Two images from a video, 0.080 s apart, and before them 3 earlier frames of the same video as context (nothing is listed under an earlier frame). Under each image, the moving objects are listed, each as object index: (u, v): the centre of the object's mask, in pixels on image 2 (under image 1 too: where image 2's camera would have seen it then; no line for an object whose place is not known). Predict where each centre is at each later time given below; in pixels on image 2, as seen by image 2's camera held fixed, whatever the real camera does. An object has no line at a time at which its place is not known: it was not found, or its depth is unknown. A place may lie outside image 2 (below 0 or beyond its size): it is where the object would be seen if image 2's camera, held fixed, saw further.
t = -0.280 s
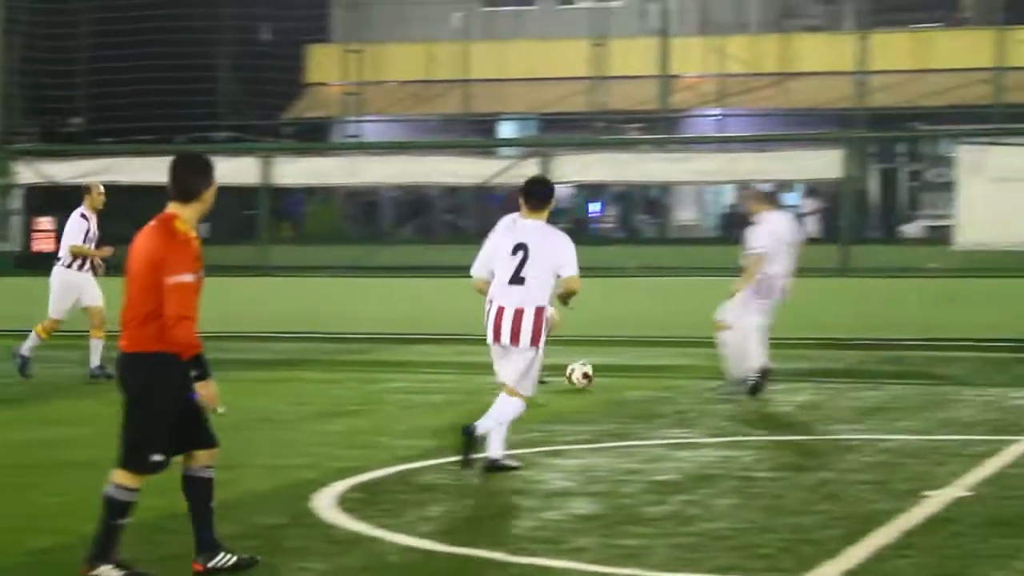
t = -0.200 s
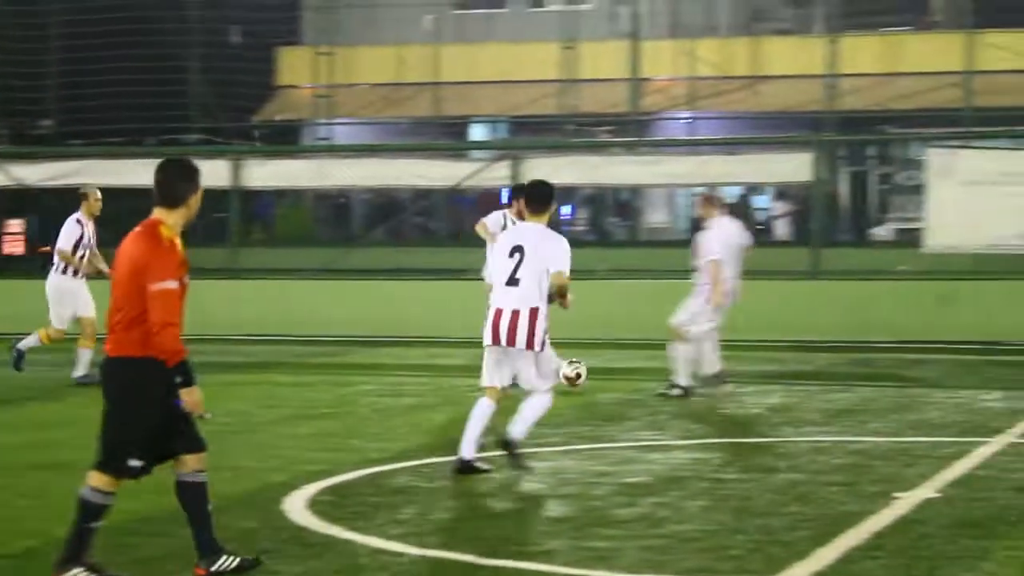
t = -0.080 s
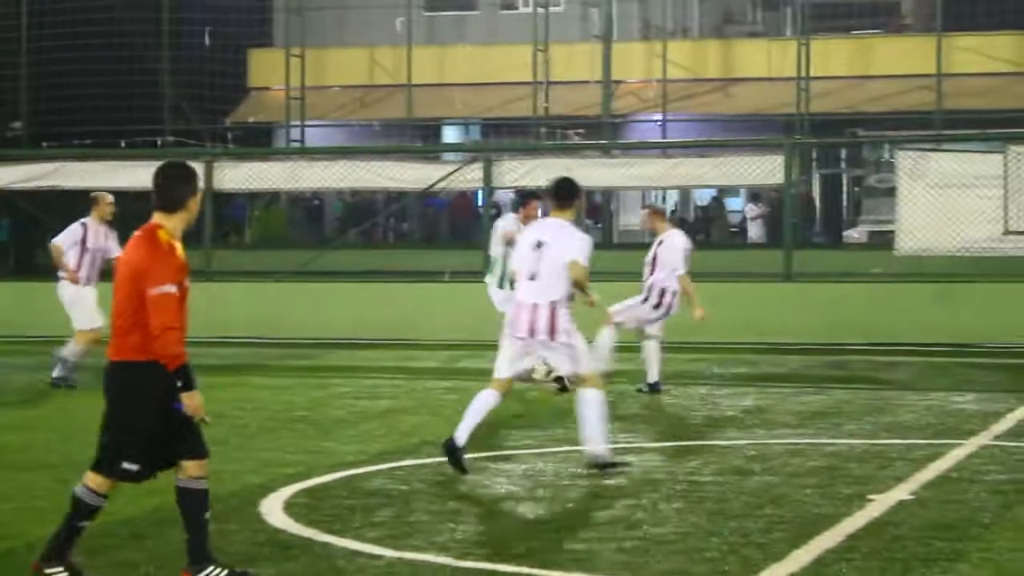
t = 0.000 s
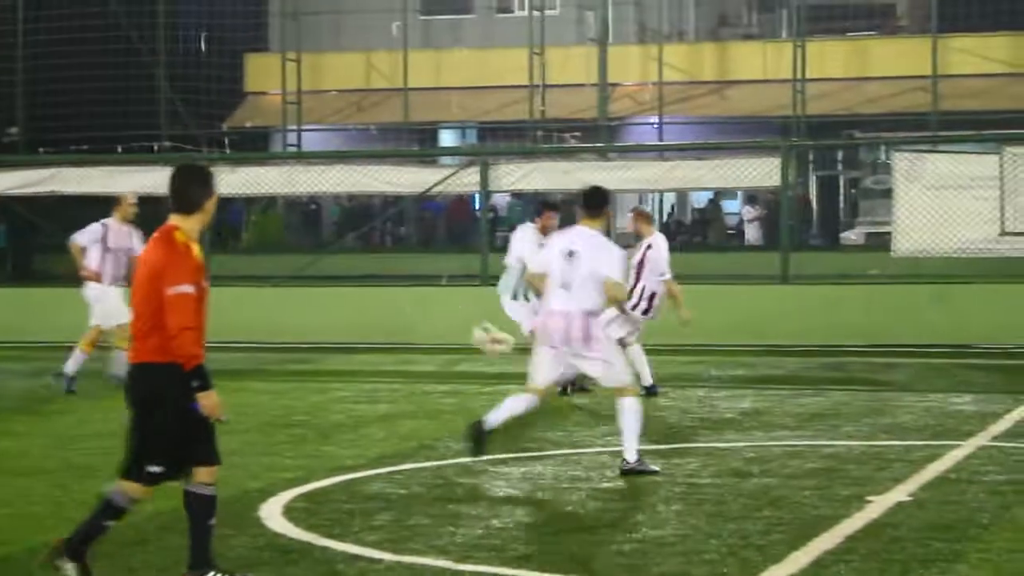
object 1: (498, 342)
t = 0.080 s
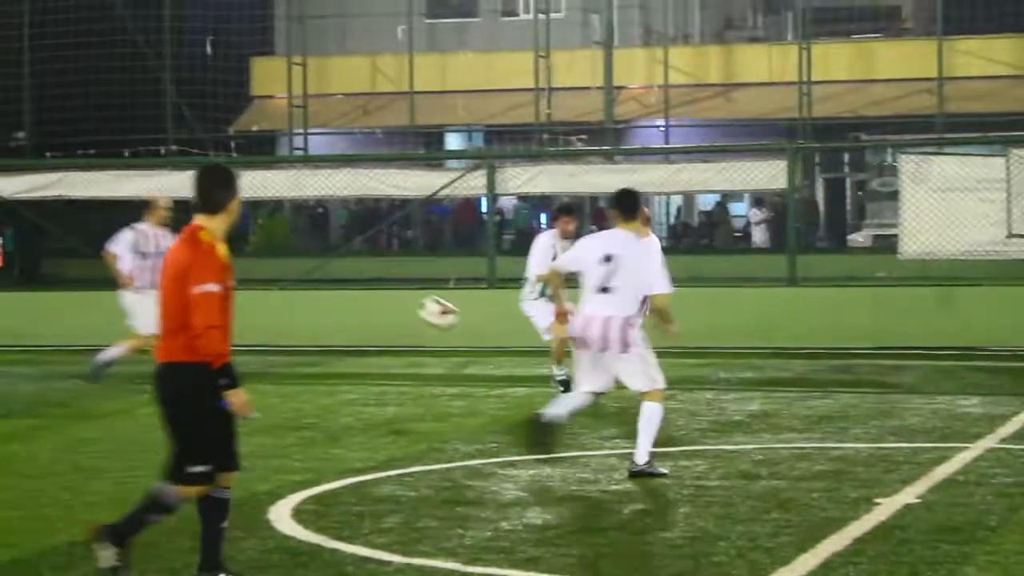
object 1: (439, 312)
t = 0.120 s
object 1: (408, 299)
